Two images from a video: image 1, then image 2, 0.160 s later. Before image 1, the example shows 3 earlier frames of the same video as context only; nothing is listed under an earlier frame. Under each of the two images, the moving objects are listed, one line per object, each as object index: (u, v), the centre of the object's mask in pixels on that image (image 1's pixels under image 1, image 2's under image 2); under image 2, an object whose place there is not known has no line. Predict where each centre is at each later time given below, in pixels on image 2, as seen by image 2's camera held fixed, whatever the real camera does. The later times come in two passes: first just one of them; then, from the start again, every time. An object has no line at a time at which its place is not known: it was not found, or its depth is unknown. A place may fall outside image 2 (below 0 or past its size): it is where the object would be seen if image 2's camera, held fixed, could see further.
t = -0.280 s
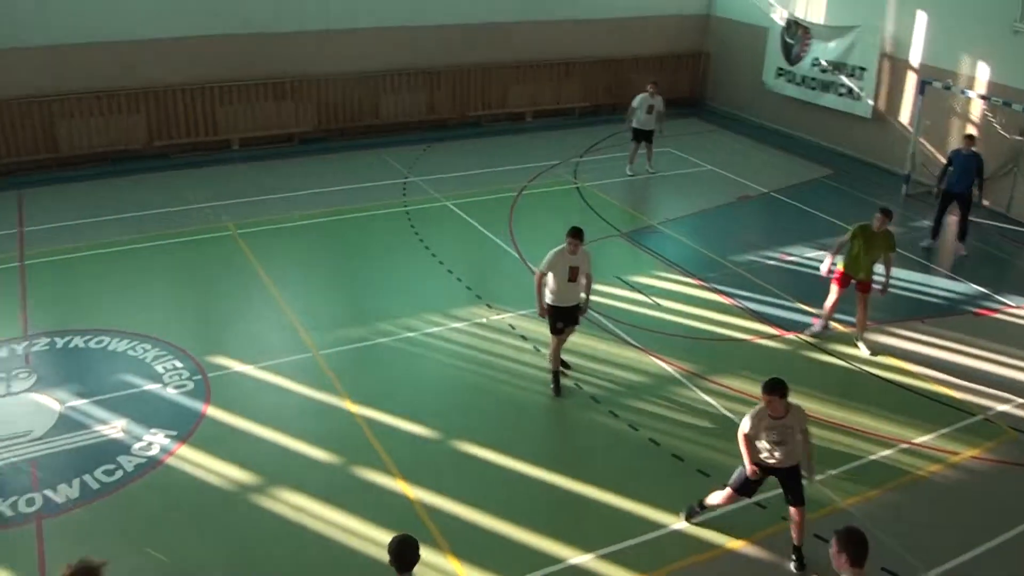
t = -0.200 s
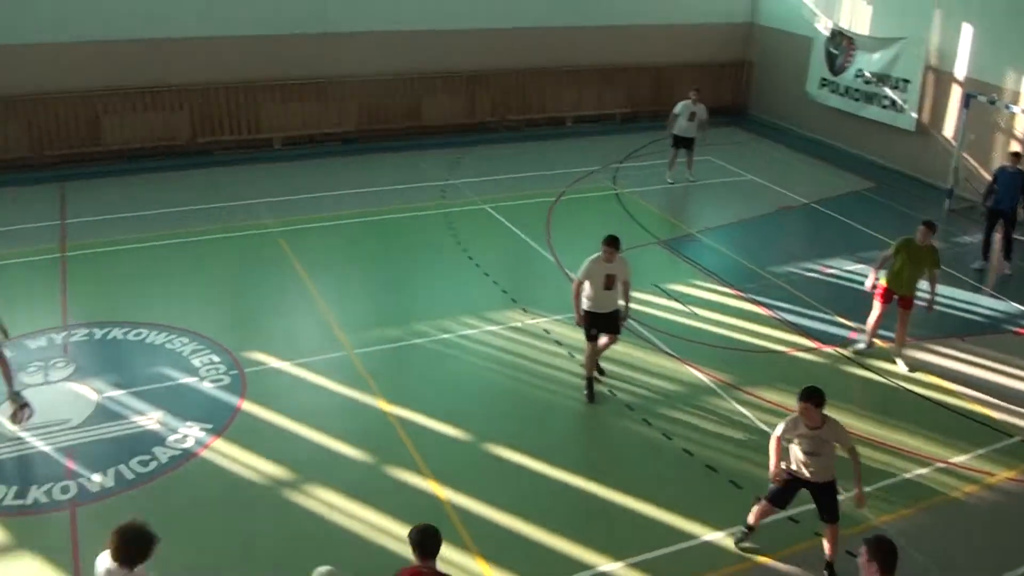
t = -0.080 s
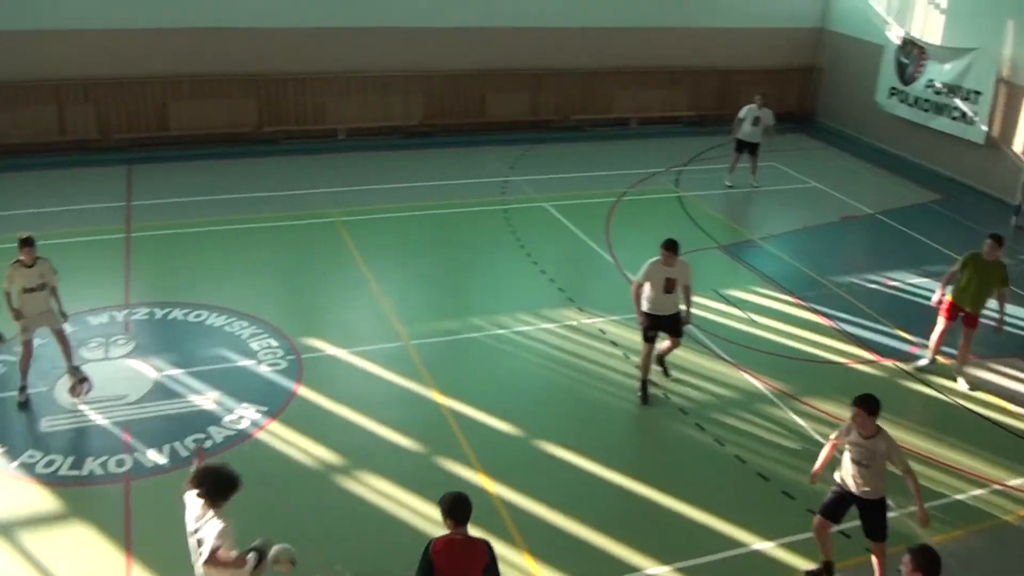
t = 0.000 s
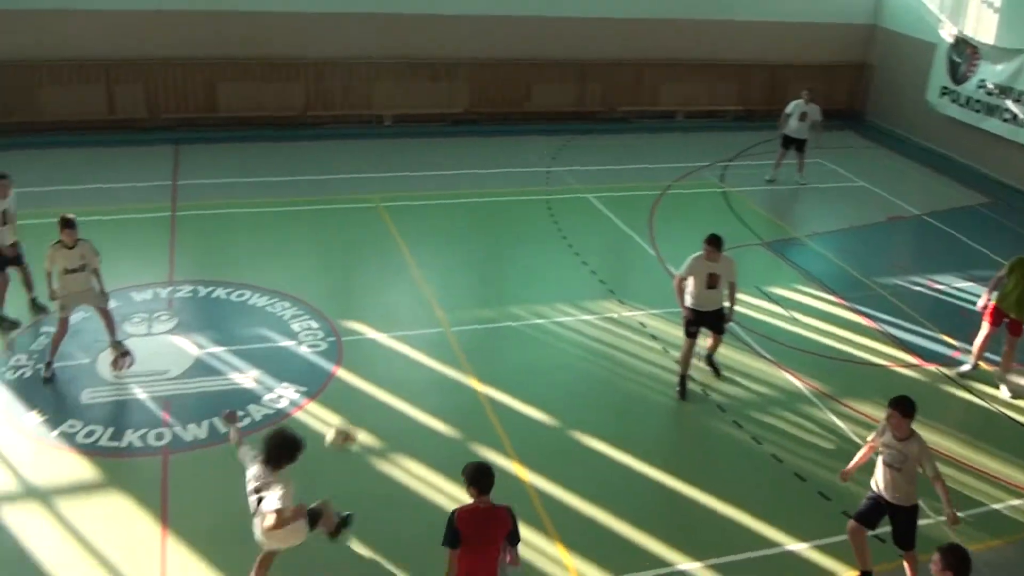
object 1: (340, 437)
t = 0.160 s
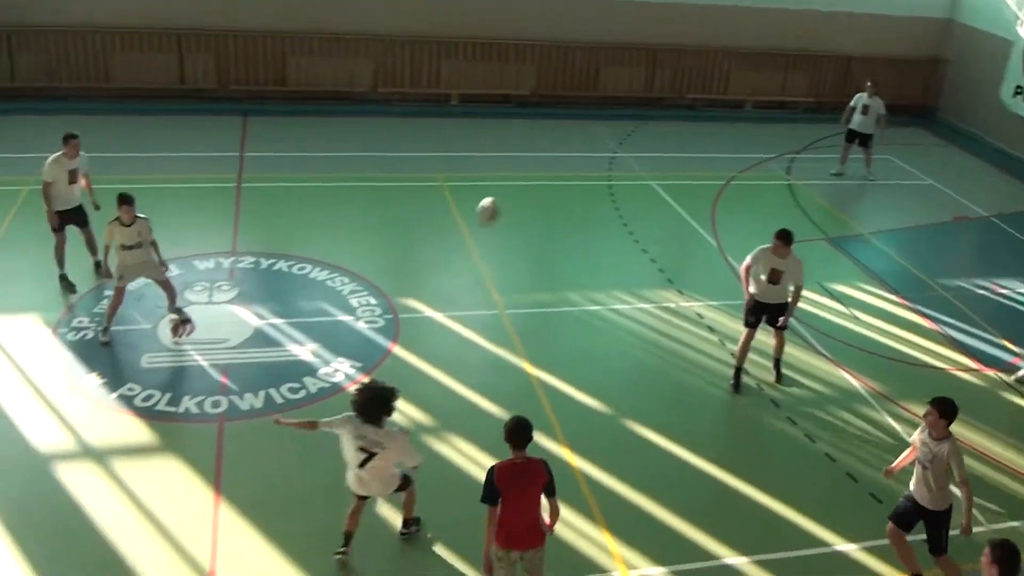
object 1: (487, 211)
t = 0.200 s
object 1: (507, 173)
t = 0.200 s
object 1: (507, 173)
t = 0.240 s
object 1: (523, 135)
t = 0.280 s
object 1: (542, 106)
